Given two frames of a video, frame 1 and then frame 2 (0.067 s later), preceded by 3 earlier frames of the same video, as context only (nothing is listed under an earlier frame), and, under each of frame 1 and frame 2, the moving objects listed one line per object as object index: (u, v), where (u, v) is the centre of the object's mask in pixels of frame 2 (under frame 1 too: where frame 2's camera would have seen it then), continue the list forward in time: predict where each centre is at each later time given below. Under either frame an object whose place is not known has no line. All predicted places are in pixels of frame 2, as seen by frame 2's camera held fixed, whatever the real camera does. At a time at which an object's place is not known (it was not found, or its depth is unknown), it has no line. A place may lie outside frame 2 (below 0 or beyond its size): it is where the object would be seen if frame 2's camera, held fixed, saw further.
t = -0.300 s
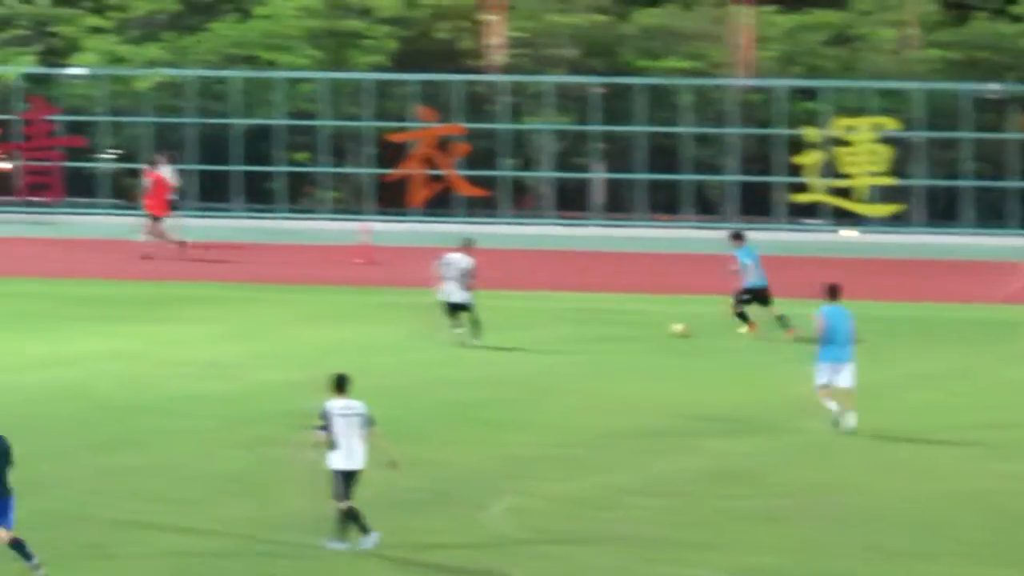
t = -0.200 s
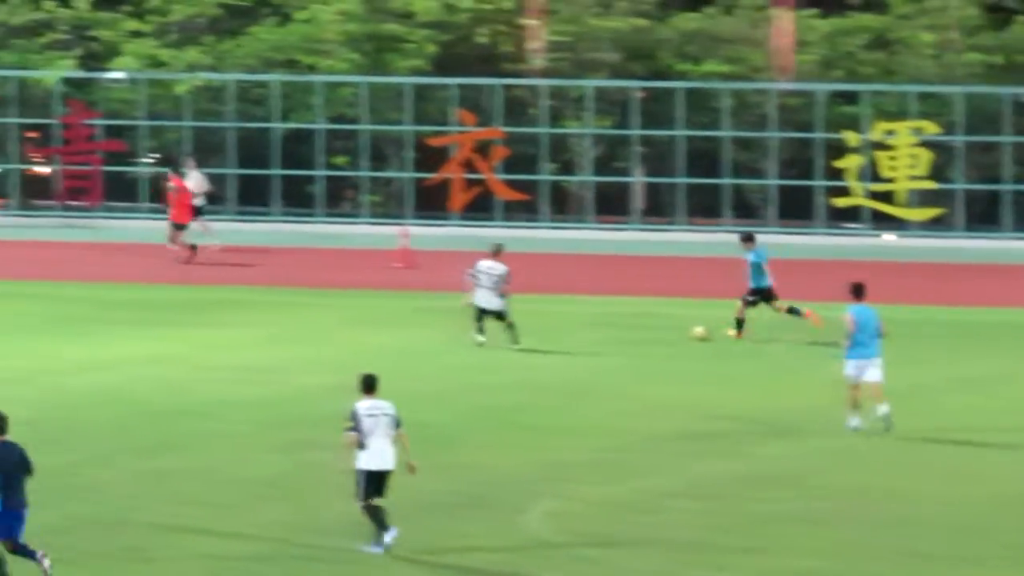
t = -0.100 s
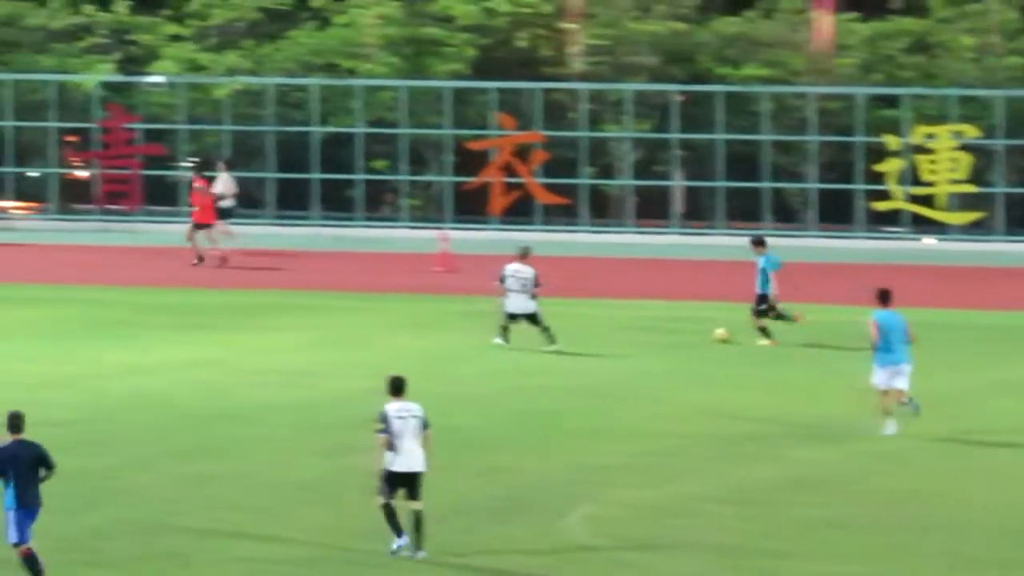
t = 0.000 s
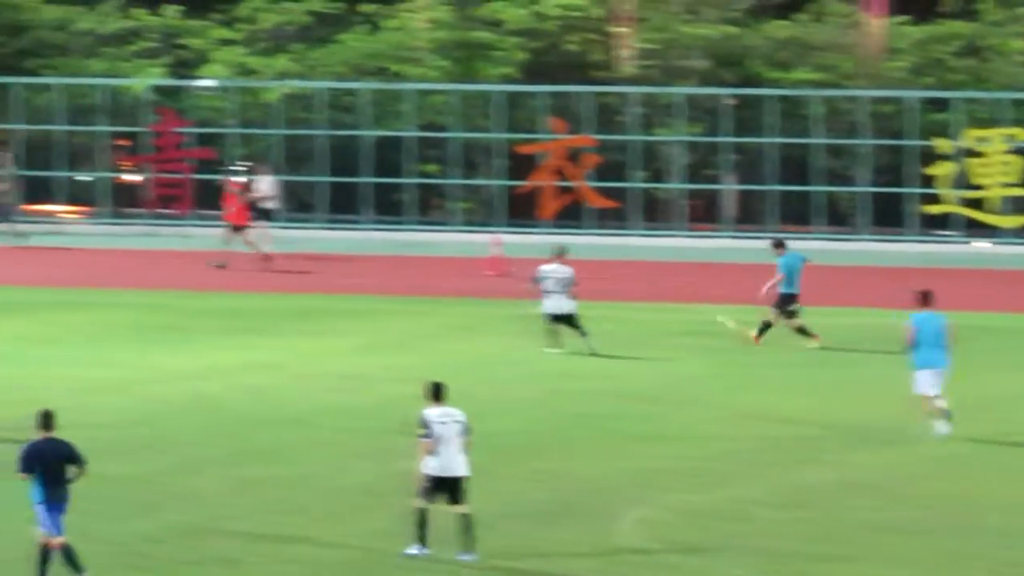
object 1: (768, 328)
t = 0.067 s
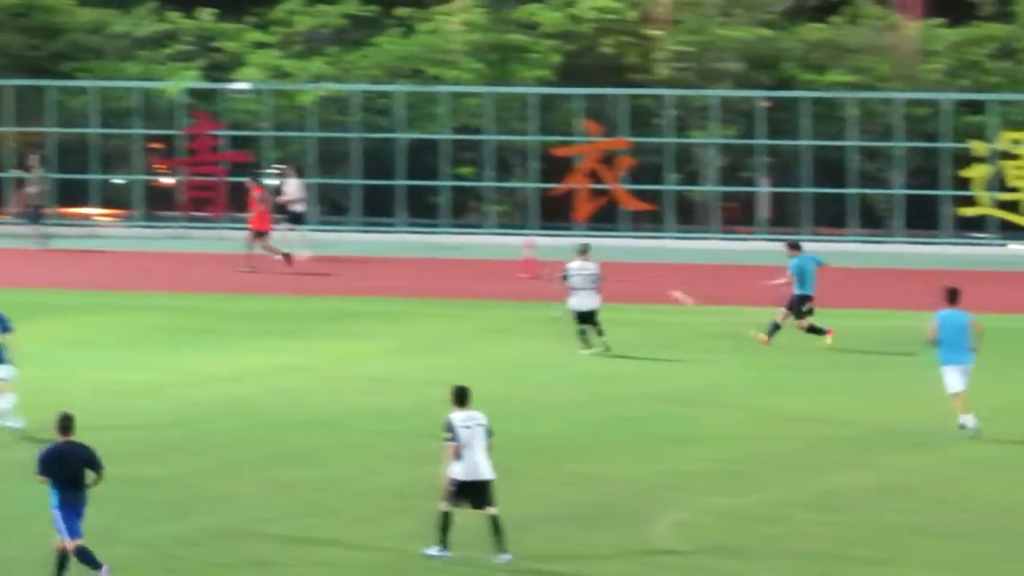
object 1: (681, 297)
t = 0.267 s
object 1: (458, 229)
